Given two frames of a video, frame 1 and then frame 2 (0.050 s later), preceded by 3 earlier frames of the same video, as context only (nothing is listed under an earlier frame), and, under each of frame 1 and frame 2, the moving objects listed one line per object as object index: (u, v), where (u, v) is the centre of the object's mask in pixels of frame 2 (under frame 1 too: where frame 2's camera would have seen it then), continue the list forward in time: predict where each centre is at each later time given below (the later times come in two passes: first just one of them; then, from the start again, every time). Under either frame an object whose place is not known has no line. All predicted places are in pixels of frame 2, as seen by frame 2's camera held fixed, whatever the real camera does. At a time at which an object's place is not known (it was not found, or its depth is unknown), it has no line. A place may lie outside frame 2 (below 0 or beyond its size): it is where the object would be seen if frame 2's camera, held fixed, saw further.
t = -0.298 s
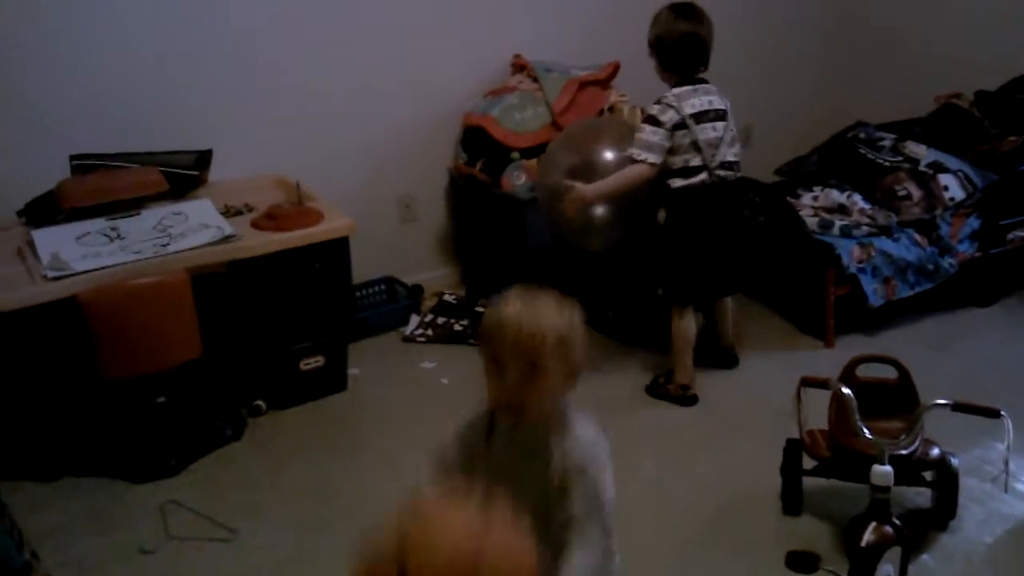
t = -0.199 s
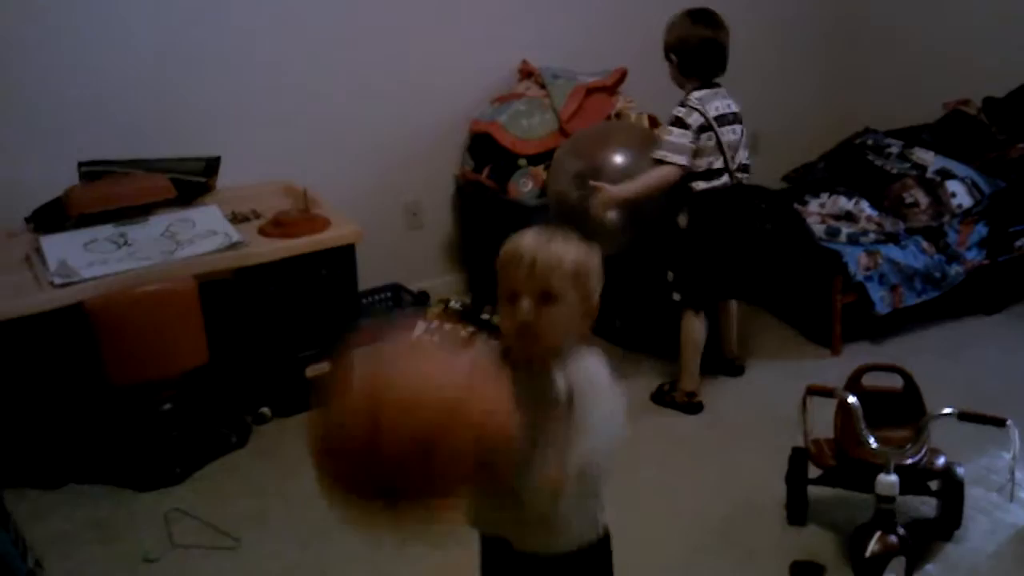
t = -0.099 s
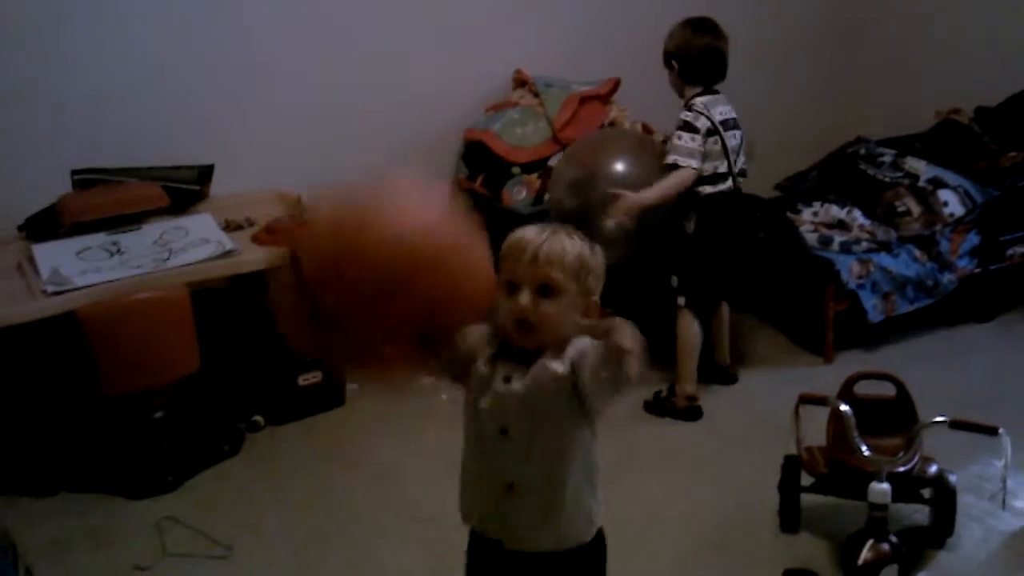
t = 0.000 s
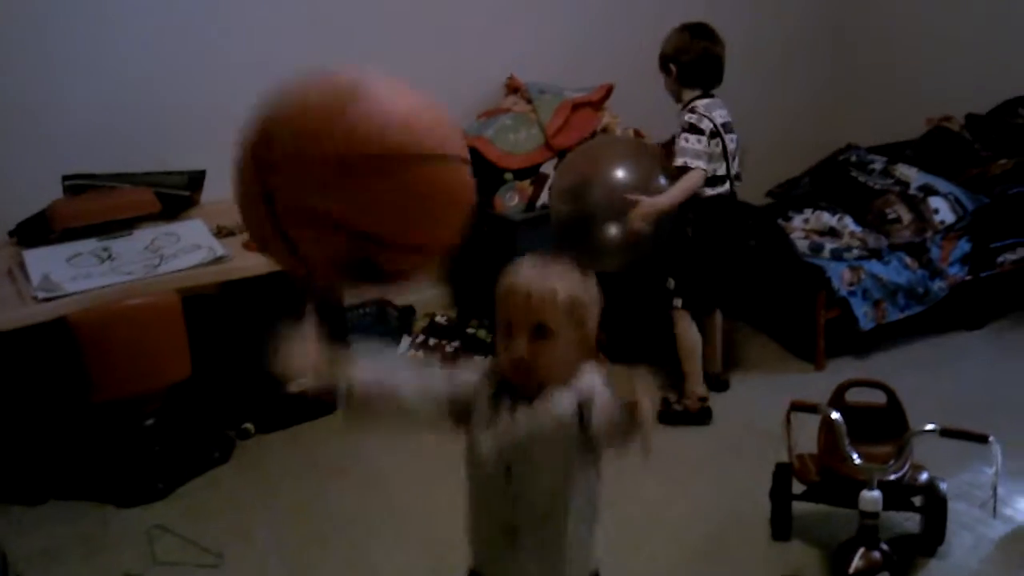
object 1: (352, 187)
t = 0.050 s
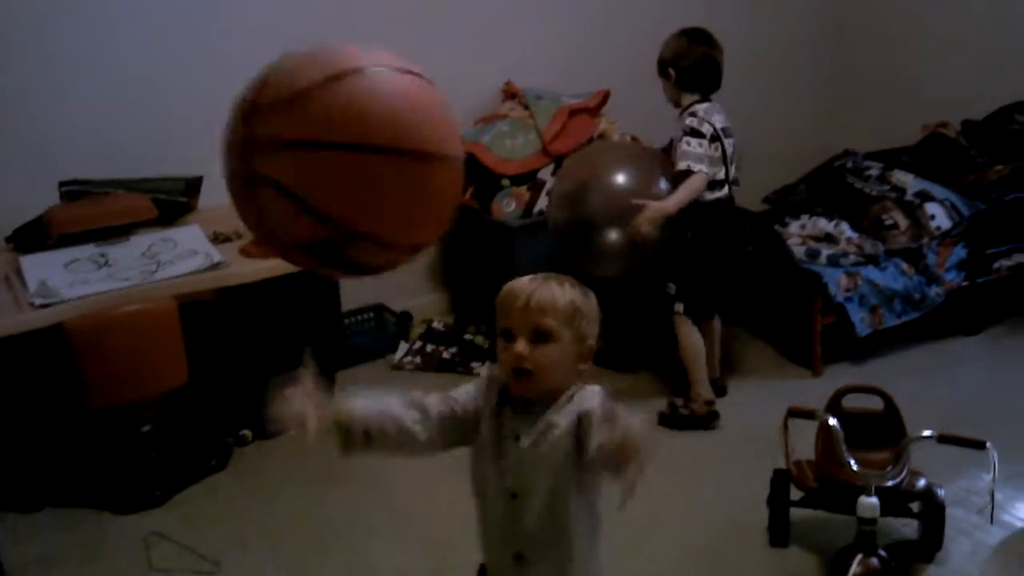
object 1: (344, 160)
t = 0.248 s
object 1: (342, 278)
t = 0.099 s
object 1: (338, 157)
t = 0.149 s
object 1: (337, 176)
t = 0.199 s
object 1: (339, 217)
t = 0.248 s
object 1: (342, 278)
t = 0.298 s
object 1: (351, 372)
